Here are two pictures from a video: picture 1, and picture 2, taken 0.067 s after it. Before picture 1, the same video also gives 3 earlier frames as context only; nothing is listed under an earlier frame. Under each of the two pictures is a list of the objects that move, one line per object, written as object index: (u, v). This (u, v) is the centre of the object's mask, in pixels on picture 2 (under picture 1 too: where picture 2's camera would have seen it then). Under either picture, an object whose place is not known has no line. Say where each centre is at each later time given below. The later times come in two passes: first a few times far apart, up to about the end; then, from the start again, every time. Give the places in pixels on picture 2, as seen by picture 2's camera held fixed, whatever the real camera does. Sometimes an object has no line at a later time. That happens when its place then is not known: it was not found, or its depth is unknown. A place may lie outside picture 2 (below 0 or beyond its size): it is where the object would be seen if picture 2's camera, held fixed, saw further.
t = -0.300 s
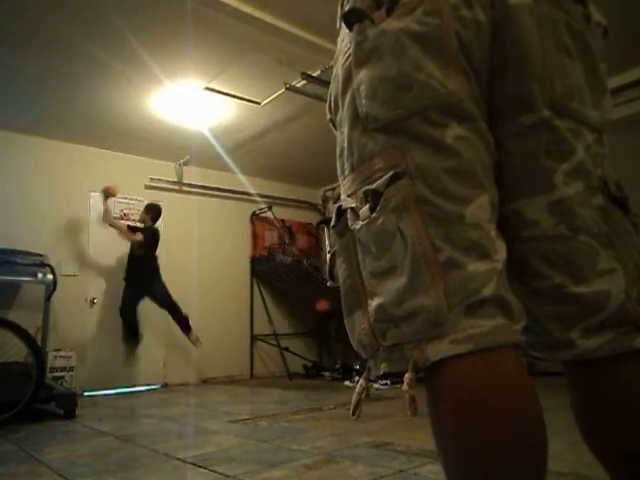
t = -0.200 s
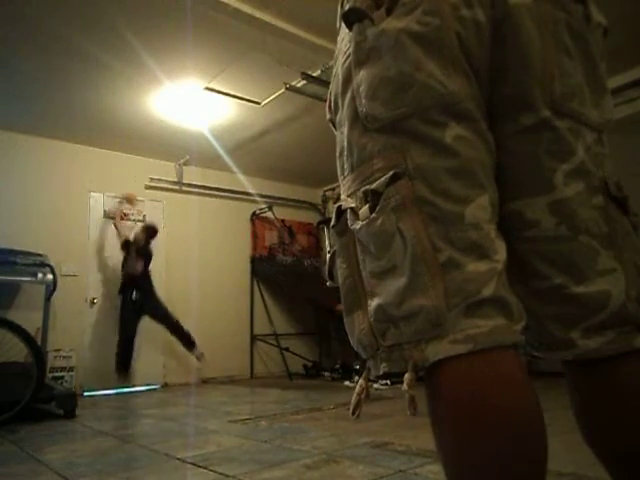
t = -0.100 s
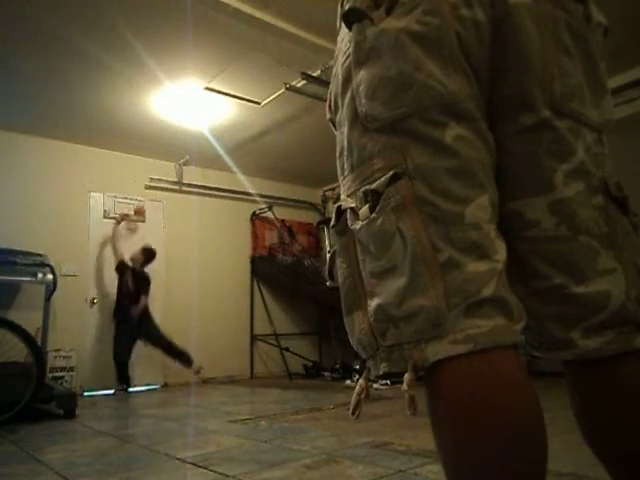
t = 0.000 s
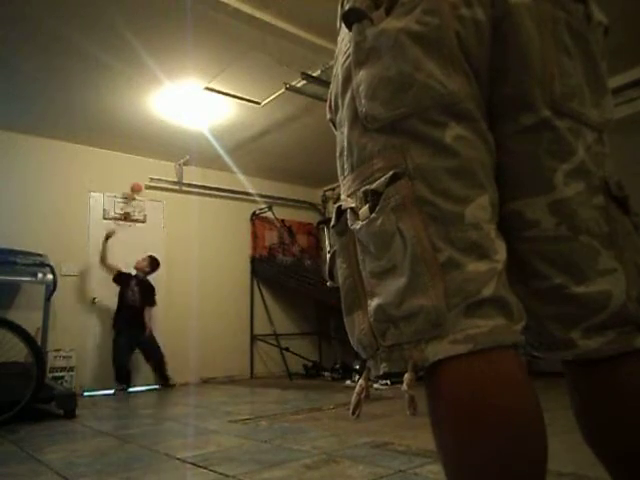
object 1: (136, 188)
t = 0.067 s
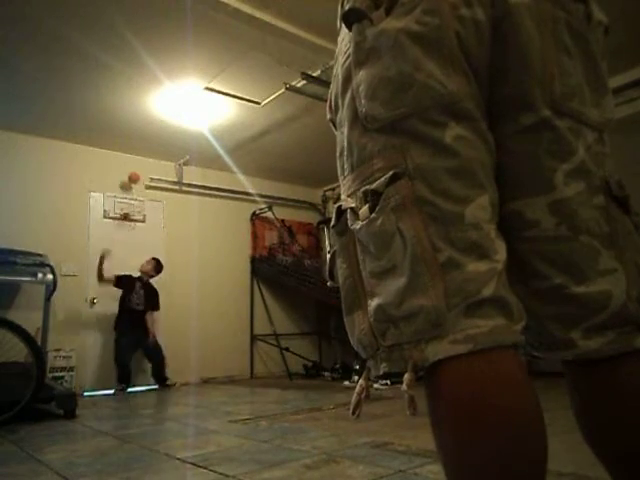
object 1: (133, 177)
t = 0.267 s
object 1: (124, 168)
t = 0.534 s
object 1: (109, 212)
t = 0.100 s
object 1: (131, 174)
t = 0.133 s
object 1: (129, 170)
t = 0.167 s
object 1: (127, 168)
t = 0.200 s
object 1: (127, 167)
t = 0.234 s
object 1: (126, 167)
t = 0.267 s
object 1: (124, 168)
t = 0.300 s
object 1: (123, 171)
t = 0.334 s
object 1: (122, 174)
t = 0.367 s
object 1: (120, 178)
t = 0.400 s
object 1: (119, 183)
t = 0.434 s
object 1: (118, 190)
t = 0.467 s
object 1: (117, 196)
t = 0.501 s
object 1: (114, 205)
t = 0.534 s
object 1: (109, 212)
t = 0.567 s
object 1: (108, 220)
